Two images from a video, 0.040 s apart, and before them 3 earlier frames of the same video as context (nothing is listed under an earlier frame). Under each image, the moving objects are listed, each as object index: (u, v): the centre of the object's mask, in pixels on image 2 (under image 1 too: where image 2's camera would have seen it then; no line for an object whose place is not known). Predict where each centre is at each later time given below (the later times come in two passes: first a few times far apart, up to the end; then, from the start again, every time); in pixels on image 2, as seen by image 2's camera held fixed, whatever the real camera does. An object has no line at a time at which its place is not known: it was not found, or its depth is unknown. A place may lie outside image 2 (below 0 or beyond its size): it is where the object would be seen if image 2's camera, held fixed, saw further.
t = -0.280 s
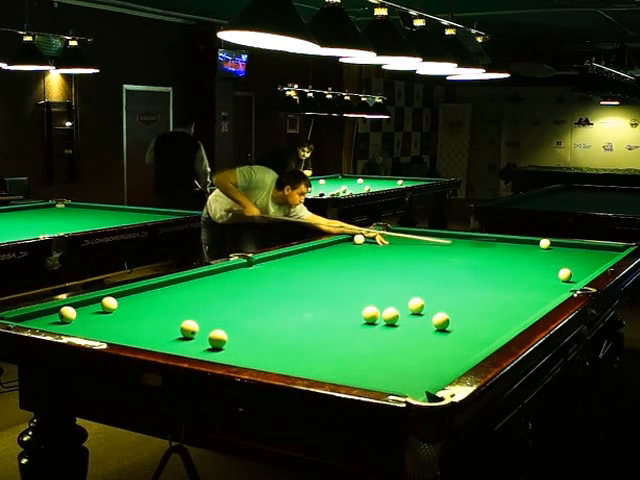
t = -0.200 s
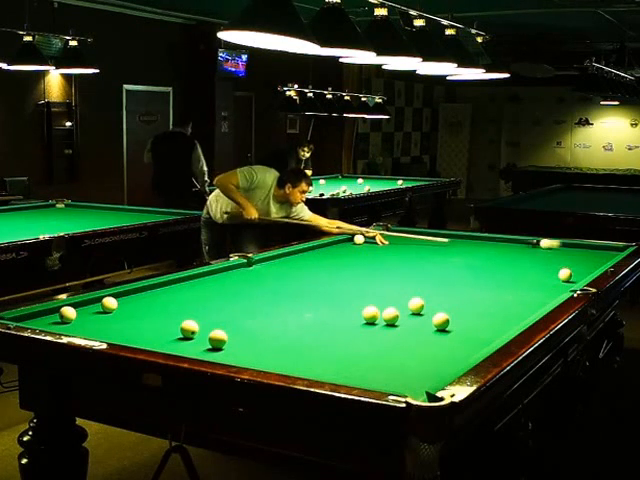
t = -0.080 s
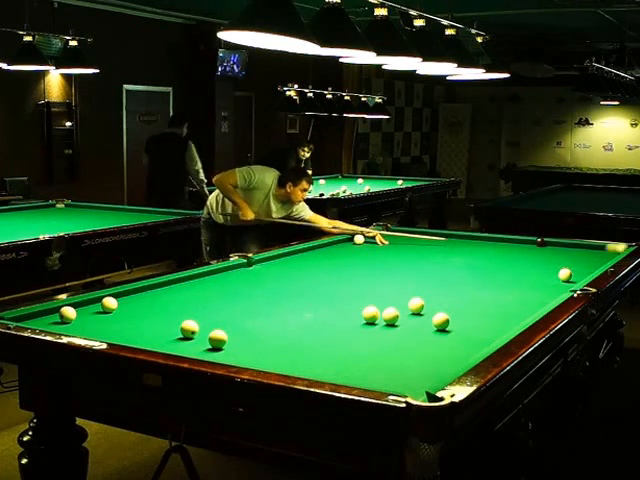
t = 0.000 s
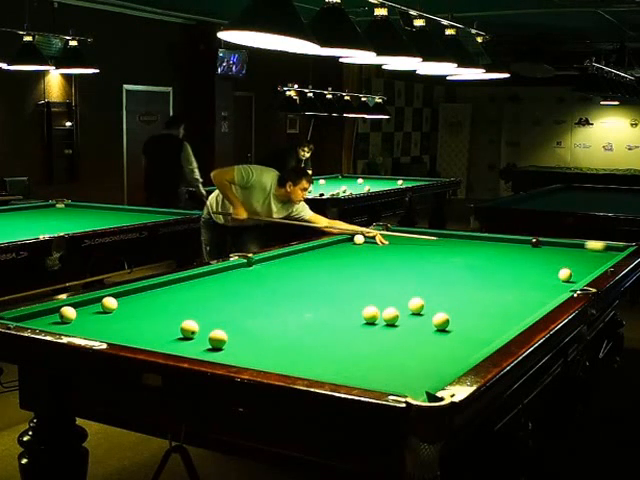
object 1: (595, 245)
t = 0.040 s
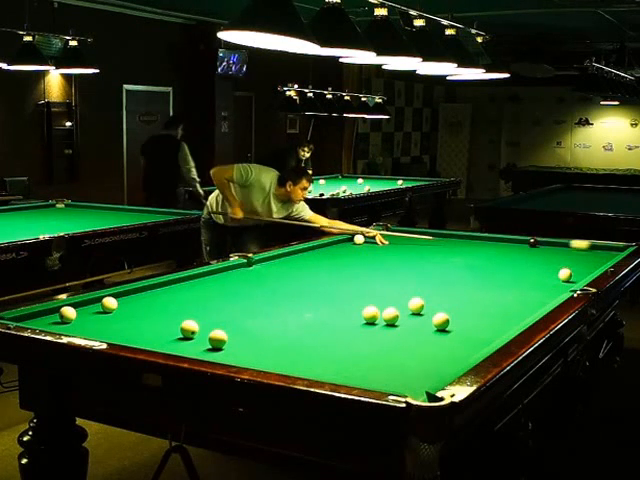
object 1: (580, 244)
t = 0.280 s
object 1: (504, 238)
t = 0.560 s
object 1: (429, 233)
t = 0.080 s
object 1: (565, 243)
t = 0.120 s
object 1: (552, 242)
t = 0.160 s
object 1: (539, 240)
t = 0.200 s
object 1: (528, 239)
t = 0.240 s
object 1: (513, 238)
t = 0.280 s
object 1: (504, 238)
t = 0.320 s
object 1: (493, 237)
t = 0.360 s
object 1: (482, 236)
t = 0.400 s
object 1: (471, 236)
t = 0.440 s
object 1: (460, 235)
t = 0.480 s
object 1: (450, 234)
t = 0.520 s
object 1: (440, 233)
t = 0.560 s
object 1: (429, 233)
